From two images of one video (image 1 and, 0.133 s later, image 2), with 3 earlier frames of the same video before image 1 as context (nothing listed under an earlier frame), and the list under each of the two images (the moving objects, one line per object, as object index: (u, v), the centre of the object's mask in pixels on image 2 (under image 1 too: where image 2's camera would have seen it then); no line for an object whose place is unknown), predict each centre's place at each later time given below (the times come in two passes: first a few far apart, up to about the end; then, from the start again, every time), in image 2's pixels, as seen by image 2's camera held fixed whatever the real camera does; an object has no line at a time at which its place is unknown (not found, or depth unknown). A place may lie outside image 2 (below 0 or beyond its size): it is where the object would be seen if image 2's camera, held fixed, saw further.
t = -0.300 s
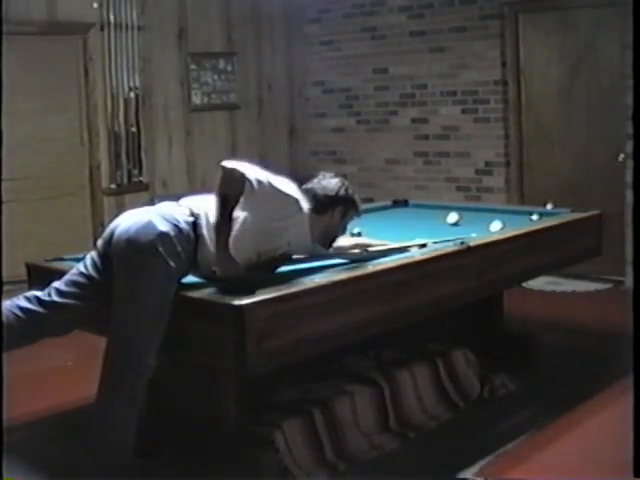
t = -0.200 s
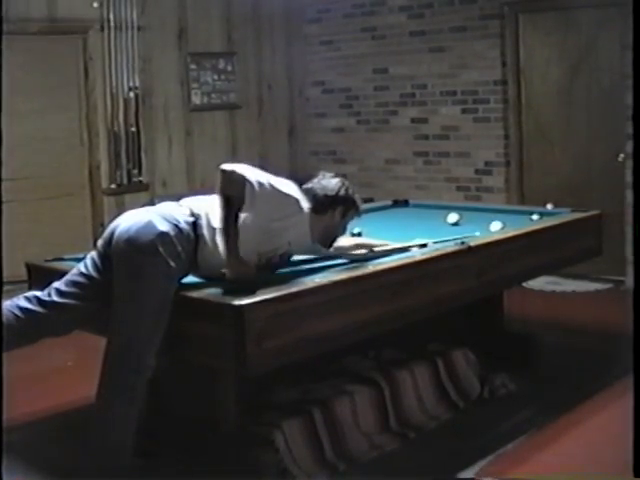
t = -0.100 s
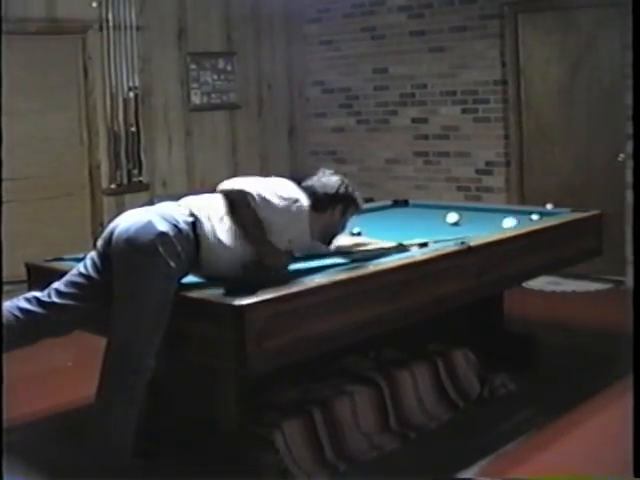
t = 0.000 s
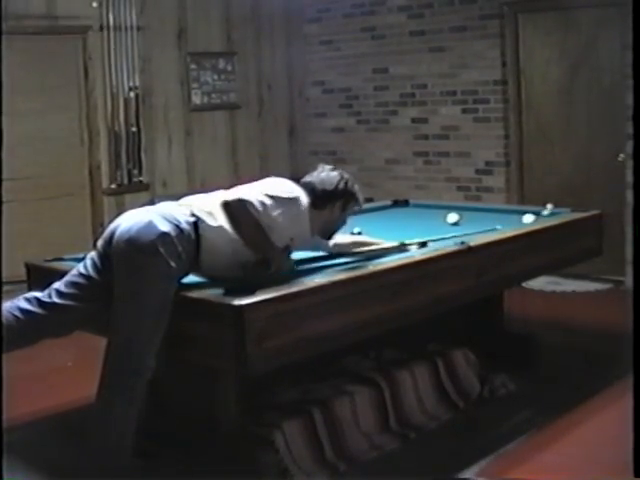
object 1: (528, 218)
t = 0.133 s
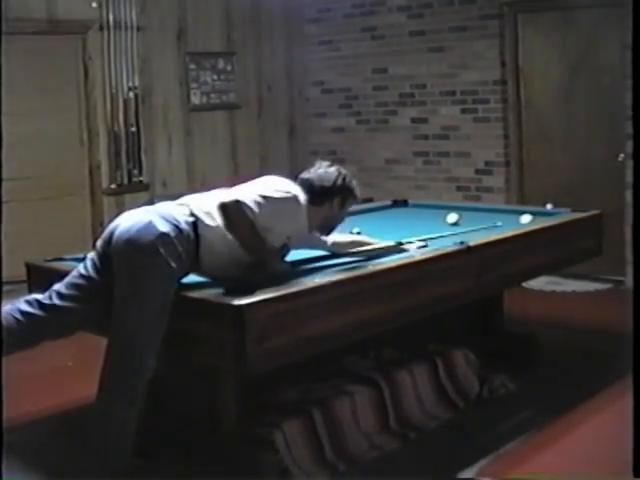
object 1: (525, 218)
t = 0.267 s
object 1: (523, 218)
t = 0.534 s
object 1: (517, 220)
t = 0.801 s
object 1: (513, 220)
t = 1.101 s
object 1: (509, 221)
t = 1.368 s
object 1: (507, 222)
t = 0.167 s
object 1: (525, 218)
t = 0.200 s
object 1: (524, 218)
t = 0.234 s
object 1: (523, 218)
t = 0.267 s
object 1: (523, 218)
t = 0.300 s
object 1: (522, 219)
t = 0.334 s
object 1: (521, 219)
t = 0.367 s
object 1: (521, 219)
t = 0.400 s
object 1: (520, 219)
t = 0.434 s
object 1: (519, 219)
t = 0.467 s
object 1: (518, 219)
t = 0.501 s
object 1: (518, 220)
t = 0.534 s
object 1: (517, 220)
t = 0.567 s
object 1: (516, 220)
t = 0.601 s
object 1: (517, 220)
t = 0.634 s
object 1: (516, 220)
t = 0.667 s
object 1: (515, 220)
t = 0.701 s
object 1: (514, 220)
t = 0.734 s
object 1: (514, 220)
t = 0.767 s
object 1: (513, 220)
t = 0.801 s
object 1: (513, 220)
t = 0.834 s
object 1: (513, 220)
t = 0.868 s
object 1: (512, 220)
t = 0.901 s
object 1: (511, 221)
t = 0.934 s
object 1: (511, 221)
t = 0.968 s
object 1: (511, 221)
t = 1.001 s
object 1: (511, 221)
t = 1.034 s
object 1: (510, 221)
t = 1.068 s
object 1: (510, 221)
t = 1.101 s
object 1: (509, 221)
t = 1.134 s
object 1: (509, 221)
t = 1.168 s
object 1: (509, 221)
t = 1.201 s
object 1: (509, 221)
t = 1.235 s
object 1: (508, 221)
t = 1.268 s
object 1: (508, 222)
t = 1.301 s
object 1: (507, 222)
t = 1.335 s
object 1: (507, 222)
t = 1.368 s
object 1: (507, 222)
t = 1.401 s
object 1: (506, 222)
